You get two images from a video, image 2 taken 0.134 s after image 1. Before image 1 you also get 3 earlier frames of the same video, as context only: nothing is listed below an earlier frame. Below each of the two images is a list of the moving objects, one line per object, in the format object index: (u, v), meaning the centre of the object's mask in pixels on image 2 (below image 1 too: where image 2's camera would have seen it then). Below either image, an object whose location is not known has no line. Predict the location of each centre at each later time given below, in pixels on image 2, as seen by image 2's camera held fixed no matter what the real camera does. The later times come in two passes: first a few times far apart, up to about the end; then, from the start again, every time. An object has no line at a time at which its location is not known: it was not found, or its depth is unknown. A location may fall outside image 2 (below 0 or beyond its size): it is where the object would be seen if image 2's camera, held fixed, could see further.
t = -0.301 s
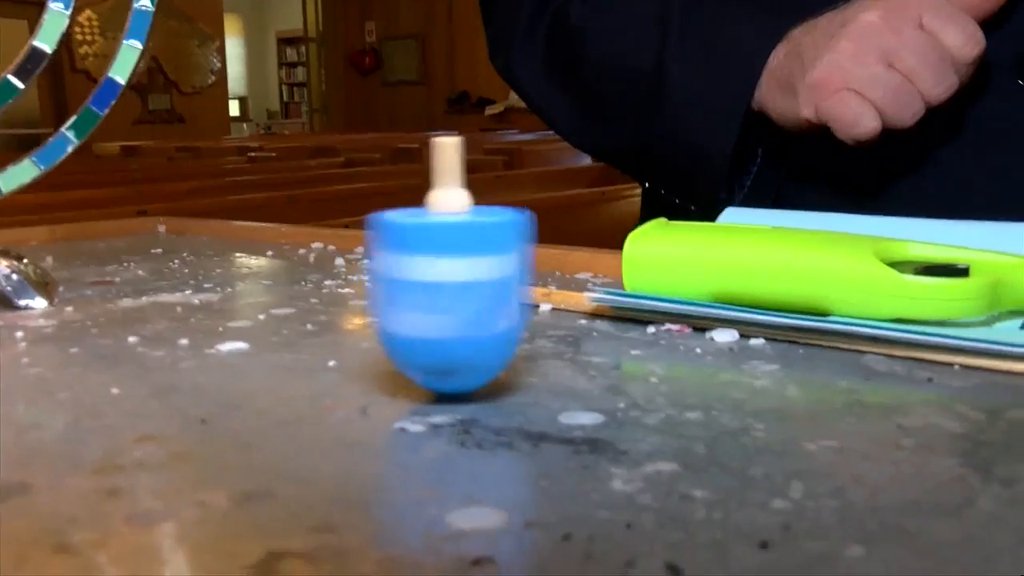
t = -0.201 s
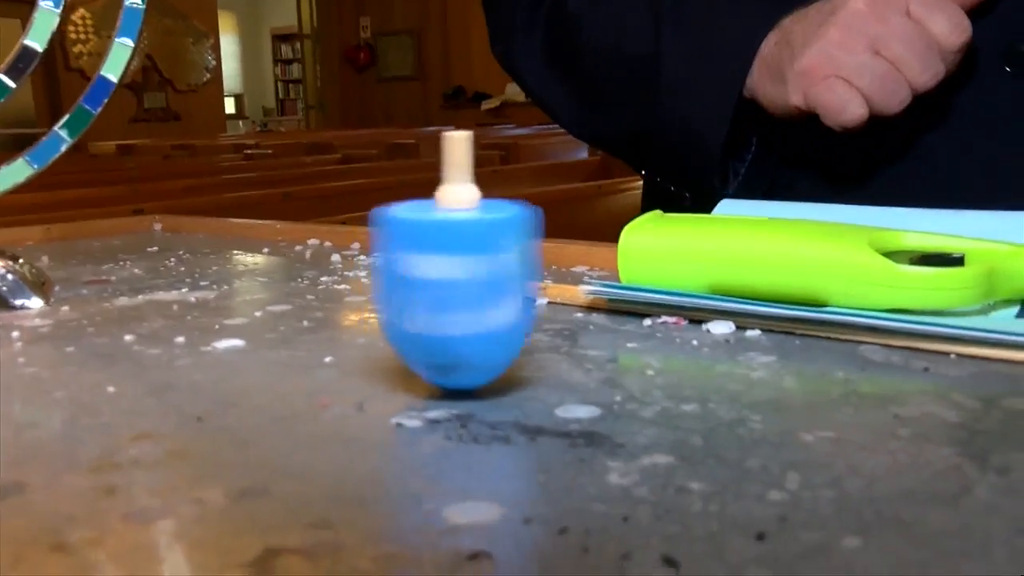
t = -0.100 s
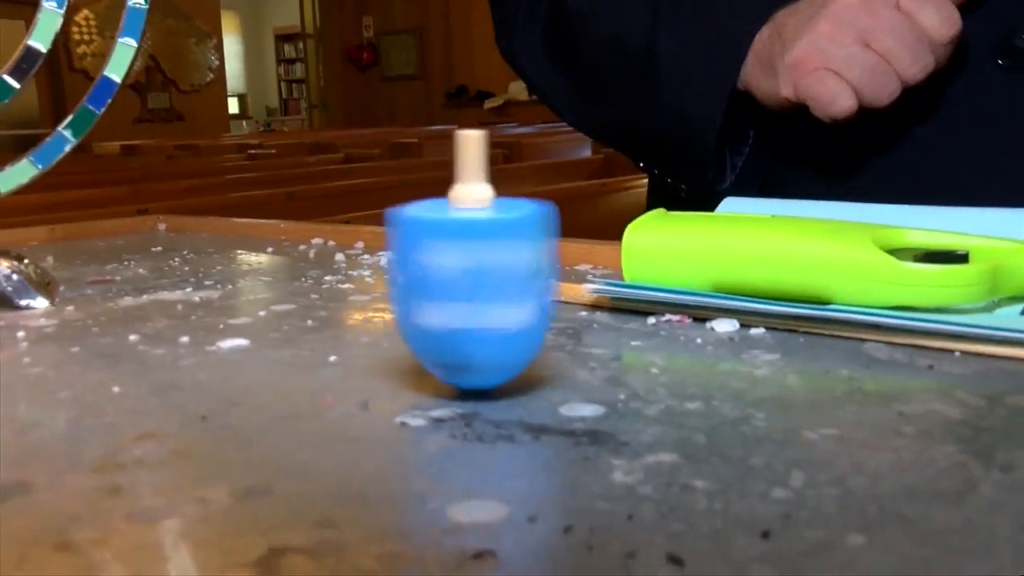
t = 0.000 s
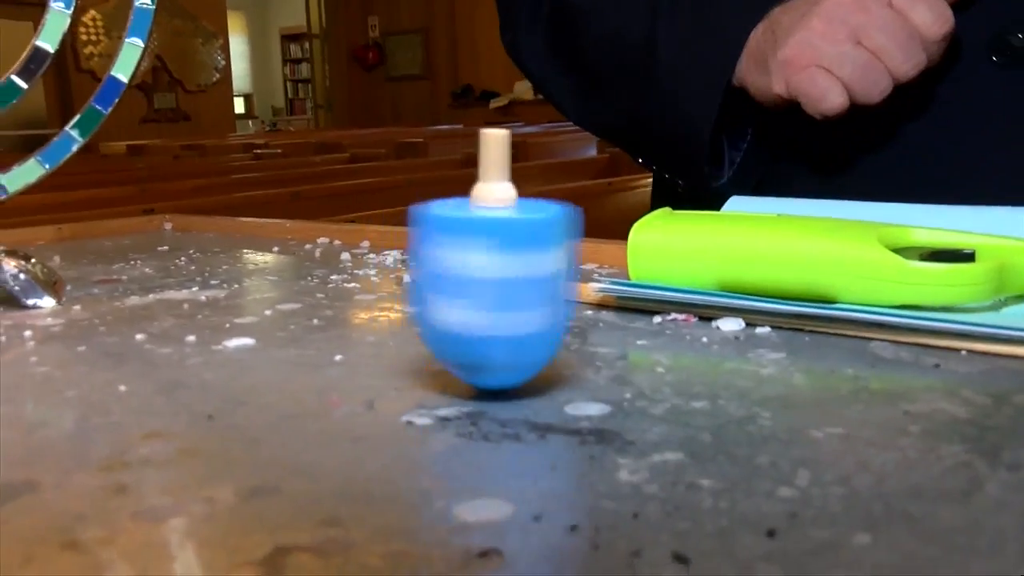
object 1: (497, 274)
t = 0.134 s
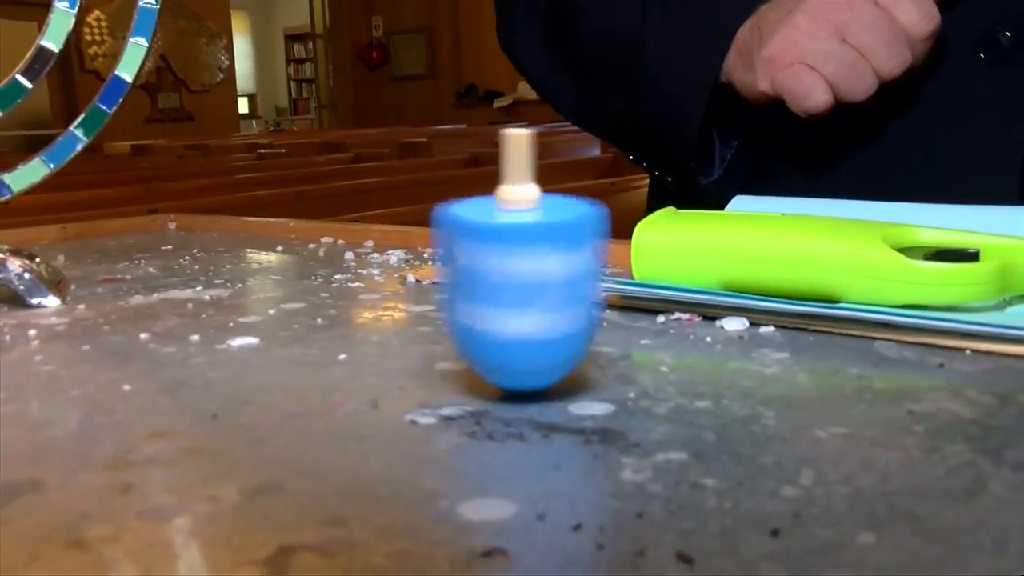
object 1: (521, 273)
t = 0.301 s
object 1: (547, 276)
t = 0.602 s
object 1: (605, 280)
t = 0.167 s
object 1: (524, 274)
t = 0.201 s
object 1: (530, 275)
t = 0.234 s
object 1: (535, 276)
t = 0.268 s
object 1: (541, 275)
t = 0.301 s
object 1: (547, 276)
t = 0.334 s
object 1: (552, 277)
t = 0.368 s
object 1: (556, 279)
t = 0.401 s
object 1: (561, 280)
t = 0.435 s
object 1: (567, 280)
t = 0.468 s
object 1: (572, 279)
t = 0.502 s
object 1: (578, 281)
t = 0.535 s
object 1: (586, 277)
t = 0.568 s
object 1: (596, 281)
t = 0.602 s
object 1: (605, 280)
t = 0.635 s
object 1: (608, 281)
